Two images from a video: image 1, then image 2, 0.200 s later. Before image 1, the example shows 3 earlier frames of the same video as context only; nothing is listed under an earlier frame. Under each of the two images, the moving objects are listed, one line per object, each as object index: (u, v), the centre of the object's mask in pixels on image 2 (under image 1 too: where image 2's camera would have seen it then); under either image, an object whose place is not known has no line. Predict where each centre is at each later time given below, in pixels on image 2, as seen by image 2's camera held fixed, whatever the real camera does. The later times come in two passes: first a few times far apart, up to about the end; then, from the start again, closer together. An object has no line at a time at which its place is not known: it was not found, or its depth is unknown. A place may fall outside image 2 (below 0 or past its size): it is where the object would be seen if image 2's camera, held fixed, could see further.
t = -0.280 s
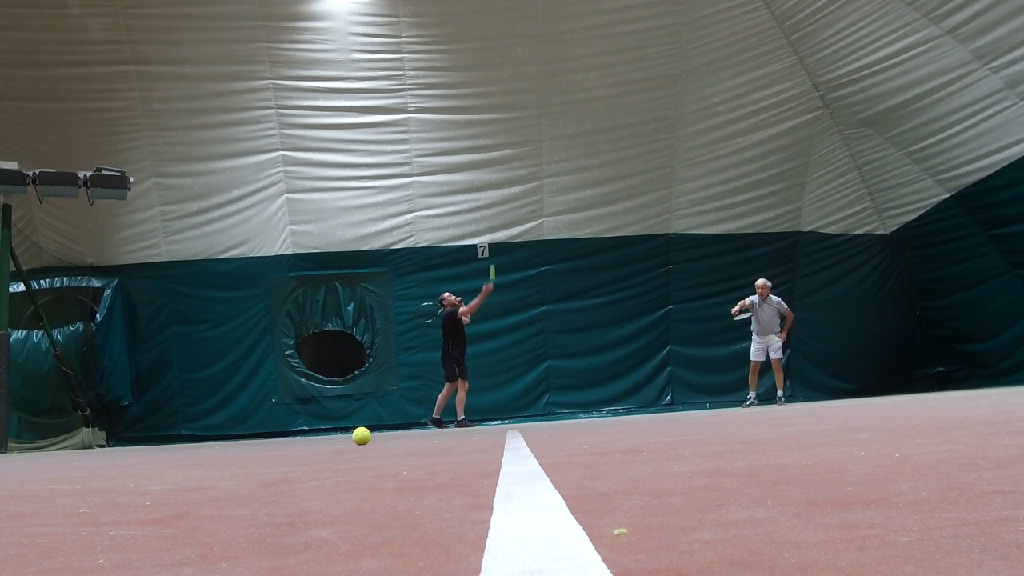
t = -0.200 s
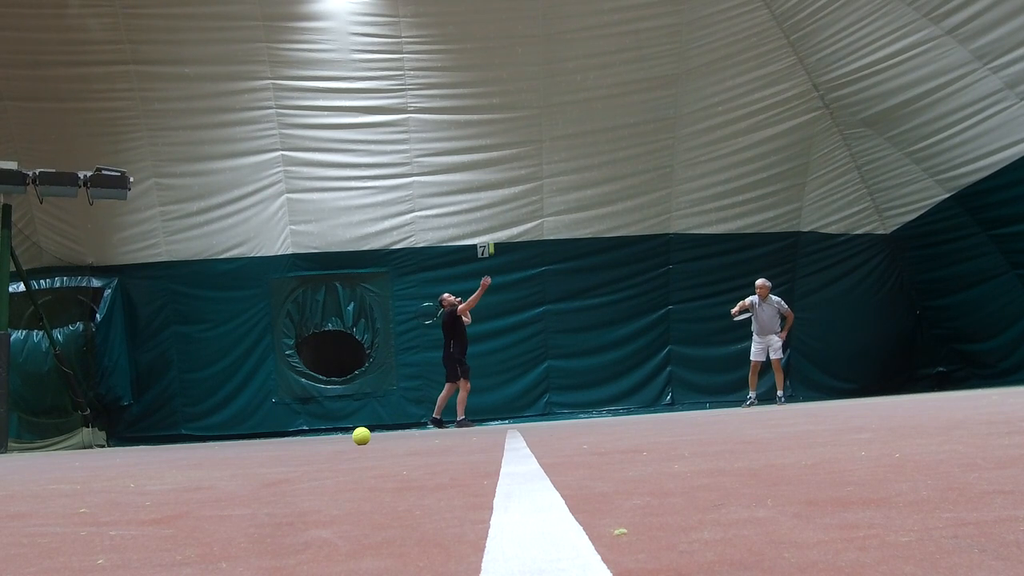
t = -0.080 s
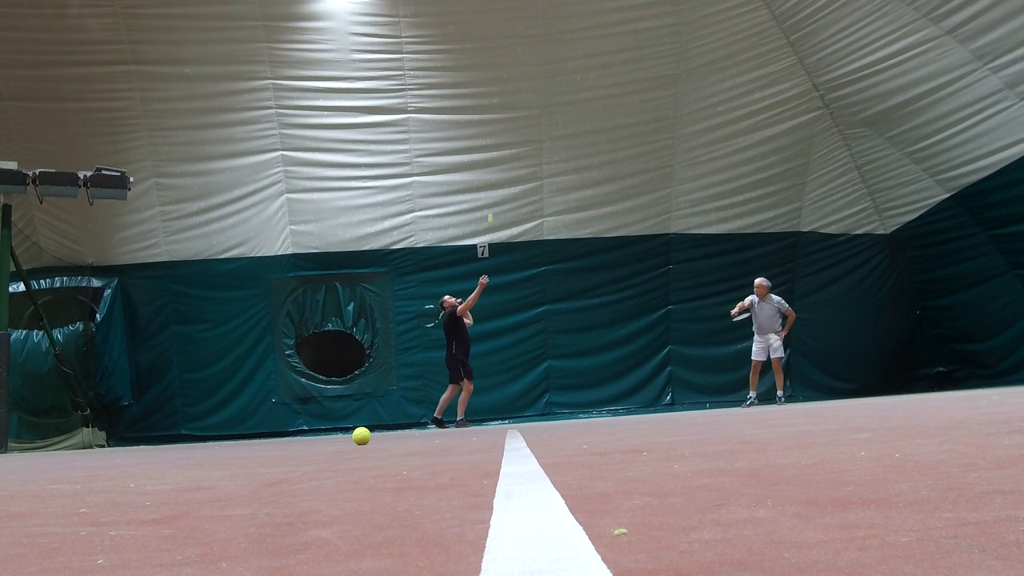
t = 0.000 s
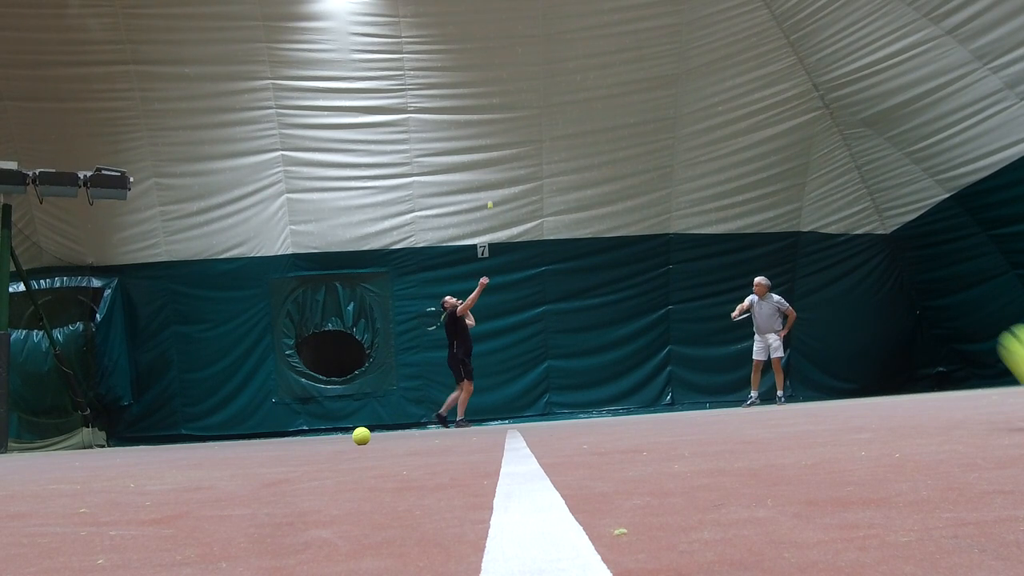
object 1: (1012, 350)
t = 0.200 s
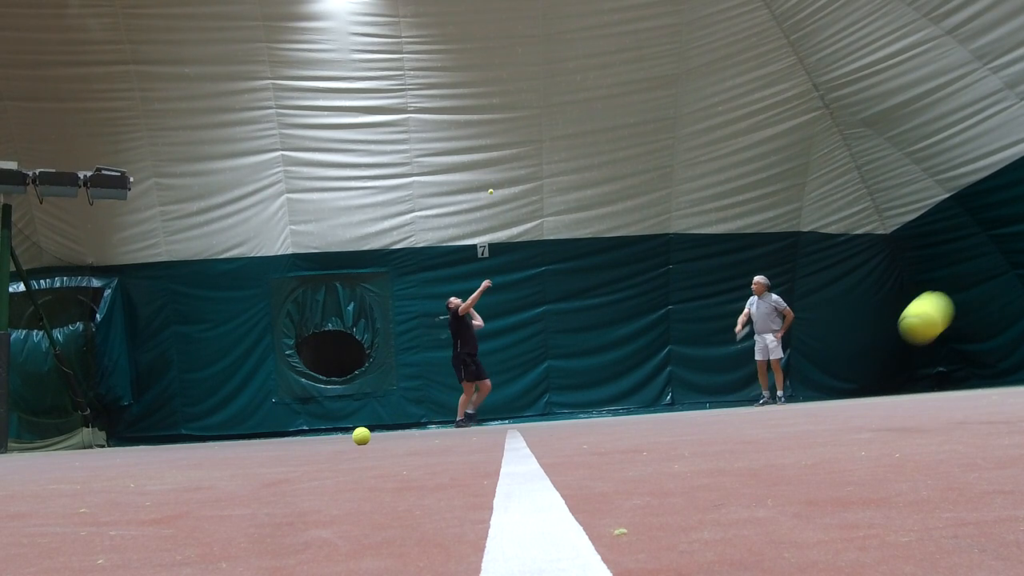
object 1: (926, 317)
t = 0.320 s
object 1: (886, 404)
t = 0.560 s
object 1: (826, 379)
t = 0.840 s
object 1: (781, 408)
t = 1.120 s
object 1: (753, 403)
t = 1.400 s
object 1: (734, 410)
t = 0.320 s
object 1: (886, 404)
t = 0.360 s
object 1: (873, 383)
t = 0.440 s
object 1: (851, 363)
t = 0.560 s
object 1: (826, 379)
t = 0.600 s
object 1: (820, 395)
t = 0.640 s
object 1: (811, 398)
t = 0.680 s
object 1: (804, 388)
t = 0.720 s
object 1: (797, 385)
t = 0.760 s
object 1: (791, 386)
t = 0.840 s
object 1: (781, 408)
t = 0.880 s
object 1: (775, 402)
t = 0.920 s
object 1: (771, 396)
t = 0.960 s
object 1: (767, 396)
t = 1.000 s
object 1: (764, 399)
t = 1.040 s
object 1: (761, 409)
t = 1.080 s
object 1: (757, 404)
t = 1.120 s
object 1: (753, 403)
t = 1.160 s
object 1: (751, 405)
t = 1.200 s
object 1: (748, 409)
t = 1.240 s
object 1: (744, 406)
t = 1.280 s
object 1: (742, 407)
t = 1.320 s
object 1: (739, 410)
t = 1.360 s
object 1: (737, 408)
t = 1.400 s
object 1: (734, 410)
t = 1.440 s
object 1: (732, 410)
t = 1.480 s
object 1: (730, 411)
